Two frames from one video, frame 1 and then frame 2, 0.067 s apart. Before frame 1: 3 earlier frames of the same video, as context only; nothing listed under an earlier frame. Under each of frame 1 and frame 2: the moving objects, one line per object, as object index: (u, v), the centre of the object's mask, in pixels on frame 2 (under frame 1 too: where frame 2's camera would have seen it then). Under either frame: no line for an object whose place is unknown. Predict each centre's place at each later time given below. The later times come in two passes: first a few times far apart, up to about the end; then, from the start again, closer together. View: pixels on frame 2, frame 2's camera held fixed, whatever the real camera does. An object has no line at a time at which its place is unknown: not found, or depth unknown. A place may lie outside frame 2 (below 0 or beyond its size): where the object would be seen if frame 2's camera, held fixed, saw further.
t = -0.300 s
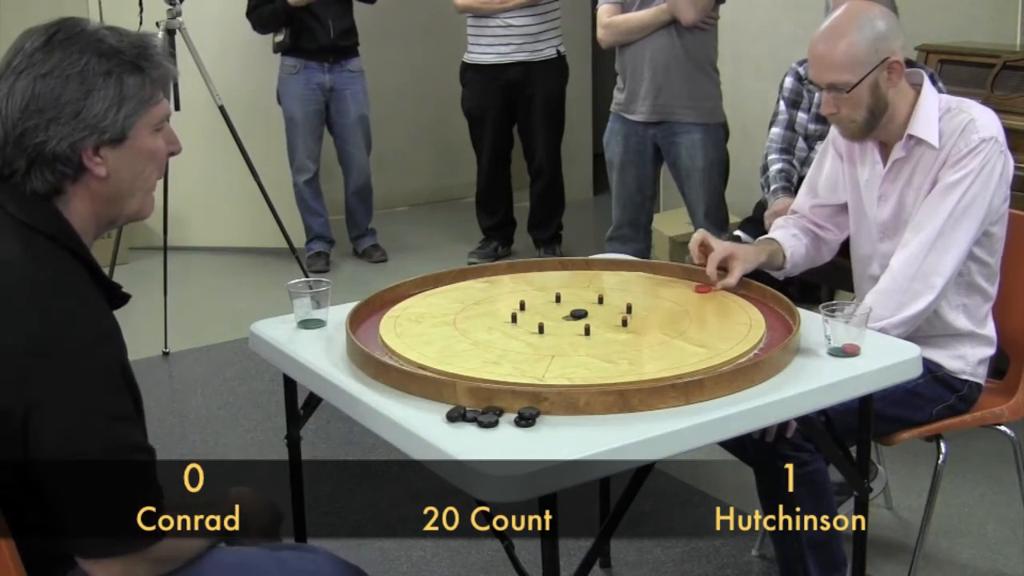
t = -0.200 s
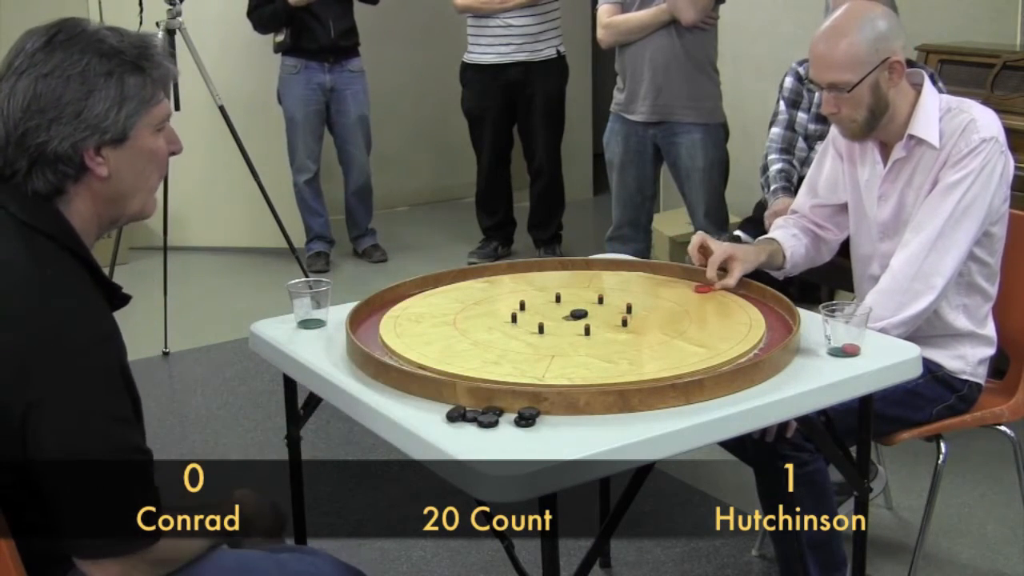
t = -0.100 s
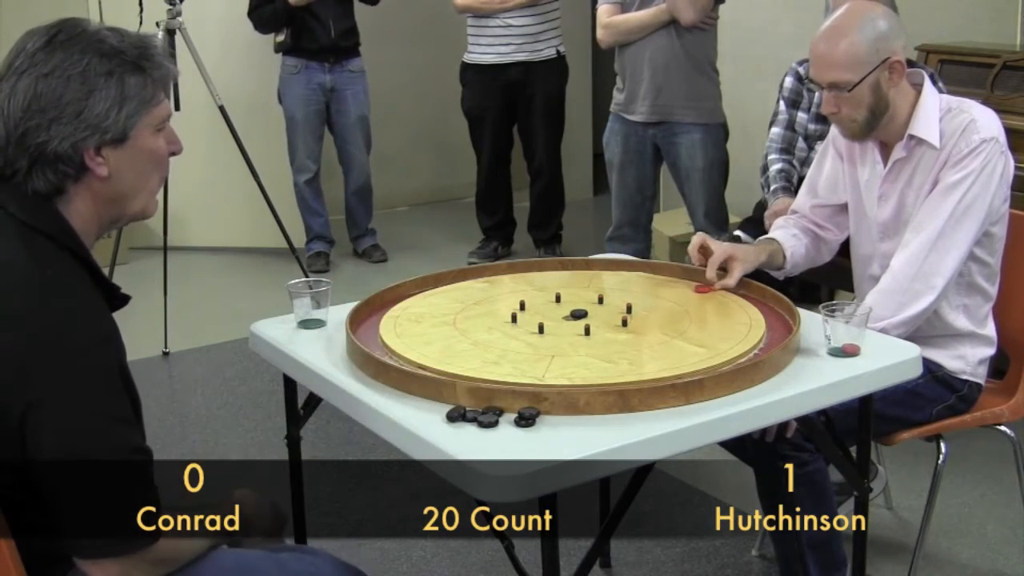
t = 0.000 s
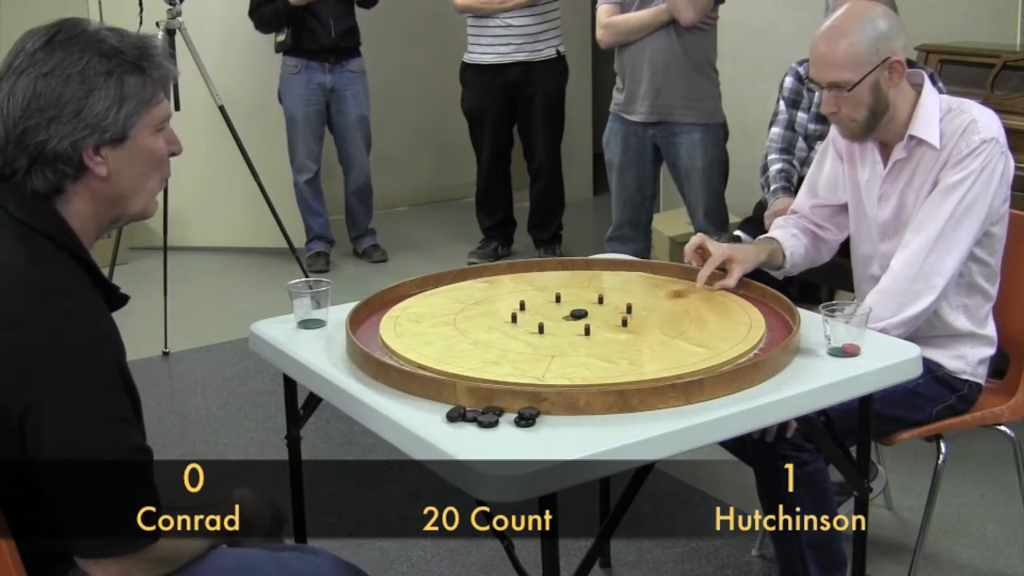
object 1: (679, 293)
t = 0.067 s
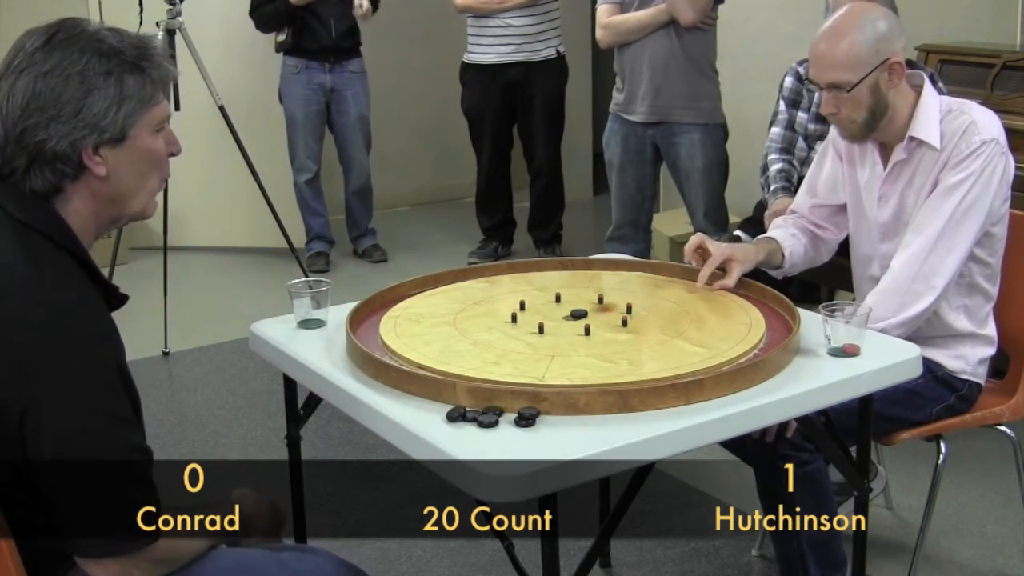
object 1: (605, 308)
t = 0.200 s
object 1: (566, 307)
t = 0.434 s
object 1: (555, 305)
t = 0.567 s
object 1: (555, 305)
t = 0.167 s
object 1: (572, 308)
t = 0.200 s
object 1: (566, 307)
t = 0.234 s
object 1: (562, 305)
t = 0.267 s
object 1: (559, 305)
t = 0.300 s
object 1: (557, 305)
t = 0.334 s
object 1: (556, 305)
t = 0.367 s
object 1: (555, 305)
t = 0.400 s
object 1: (555, 305)
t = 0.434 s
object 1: (555, 305)
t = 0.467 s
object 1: (555, 305)
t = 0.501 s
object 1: (555, 305)
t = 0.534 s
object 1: (555, 305)
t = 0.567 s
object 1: (555, 305)
